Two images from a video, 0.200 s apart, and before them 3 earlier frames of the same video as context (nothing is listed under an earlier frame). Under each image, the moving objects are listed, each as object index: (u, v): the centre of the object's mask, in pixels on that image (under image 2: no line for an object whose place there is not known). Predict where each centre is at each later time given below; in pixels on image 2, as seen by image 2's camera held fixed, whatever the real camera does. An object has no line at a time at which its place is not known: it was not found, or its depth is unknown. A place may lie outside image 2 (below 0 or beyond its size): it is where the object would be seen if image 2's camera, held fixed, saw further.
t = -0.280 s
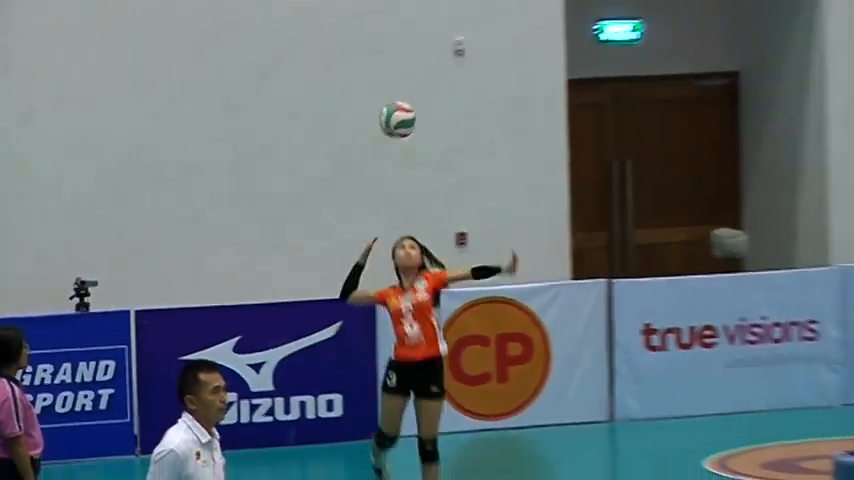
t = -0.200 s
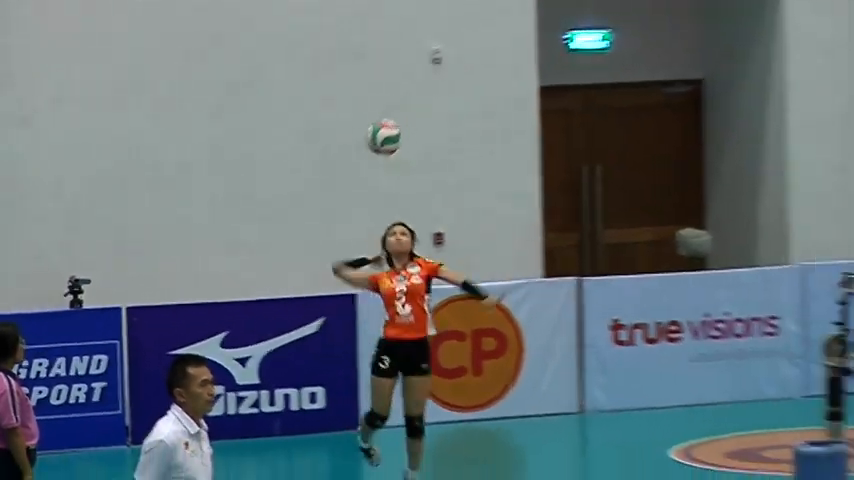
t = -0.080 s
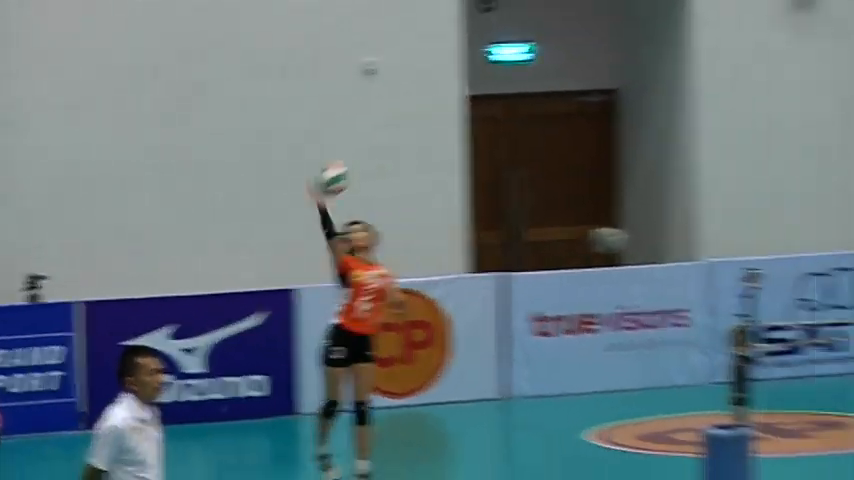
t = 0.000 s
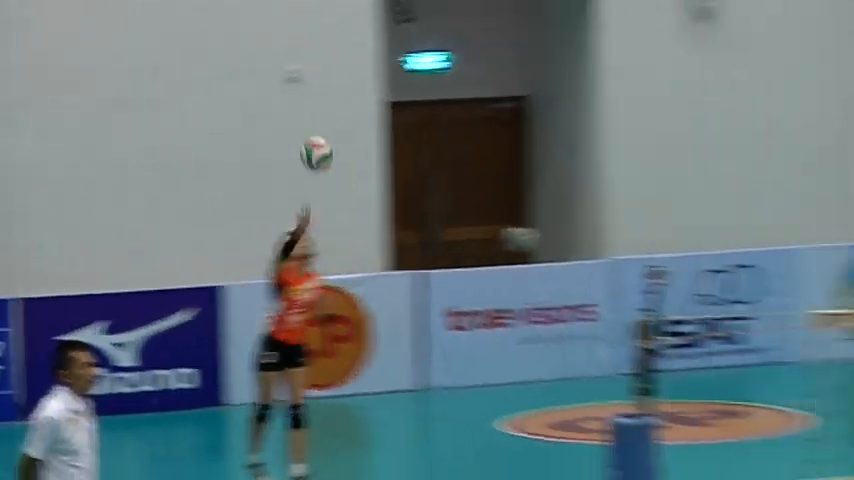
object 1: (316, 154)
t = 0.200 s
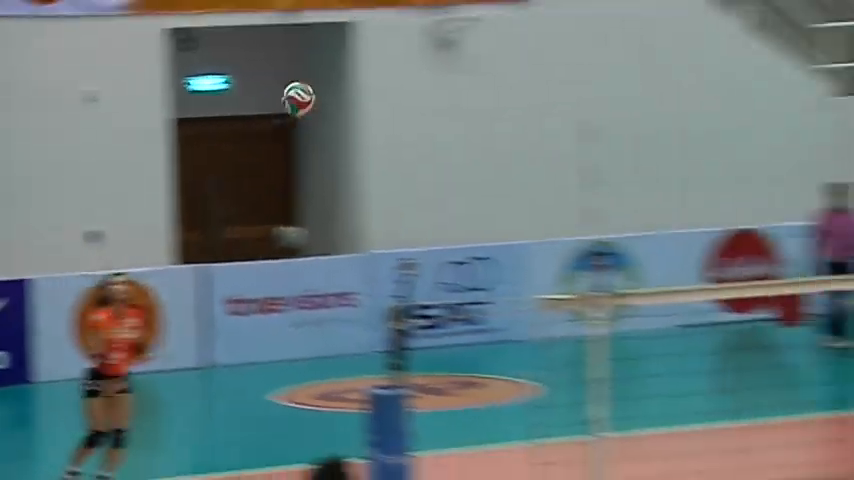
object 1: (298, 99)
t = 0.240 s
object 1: (341, 92)
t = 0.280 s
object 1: (389, 86)
